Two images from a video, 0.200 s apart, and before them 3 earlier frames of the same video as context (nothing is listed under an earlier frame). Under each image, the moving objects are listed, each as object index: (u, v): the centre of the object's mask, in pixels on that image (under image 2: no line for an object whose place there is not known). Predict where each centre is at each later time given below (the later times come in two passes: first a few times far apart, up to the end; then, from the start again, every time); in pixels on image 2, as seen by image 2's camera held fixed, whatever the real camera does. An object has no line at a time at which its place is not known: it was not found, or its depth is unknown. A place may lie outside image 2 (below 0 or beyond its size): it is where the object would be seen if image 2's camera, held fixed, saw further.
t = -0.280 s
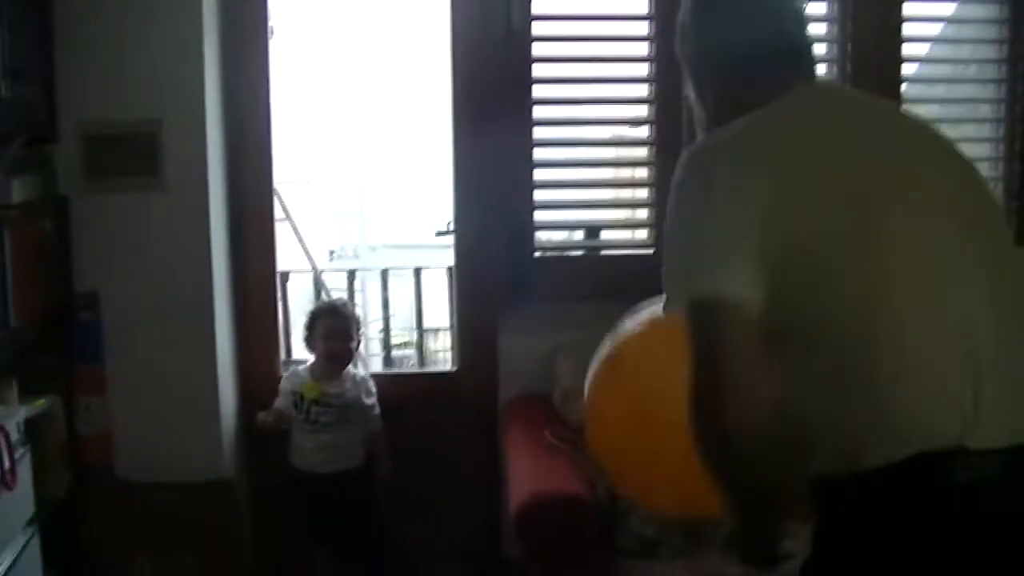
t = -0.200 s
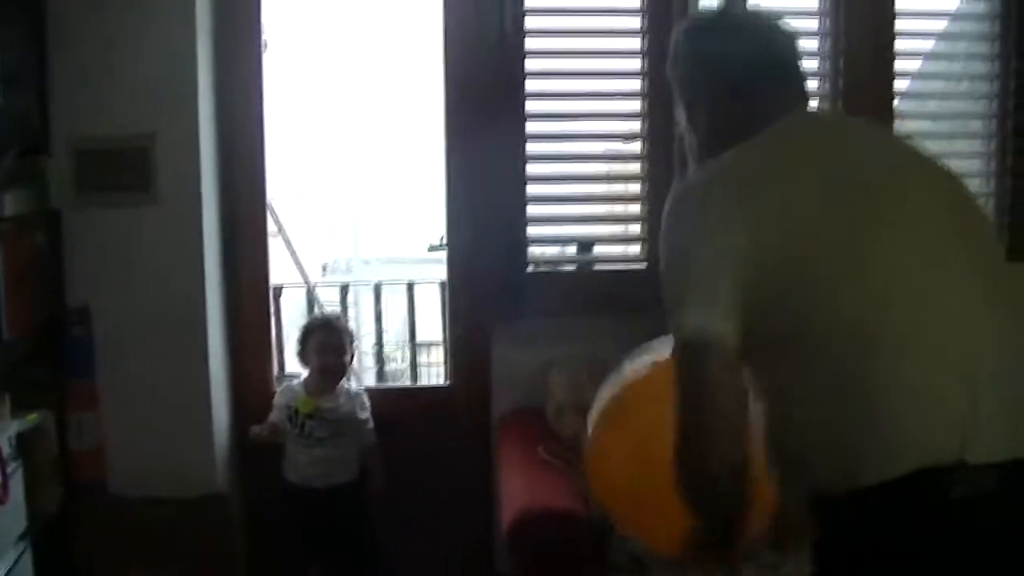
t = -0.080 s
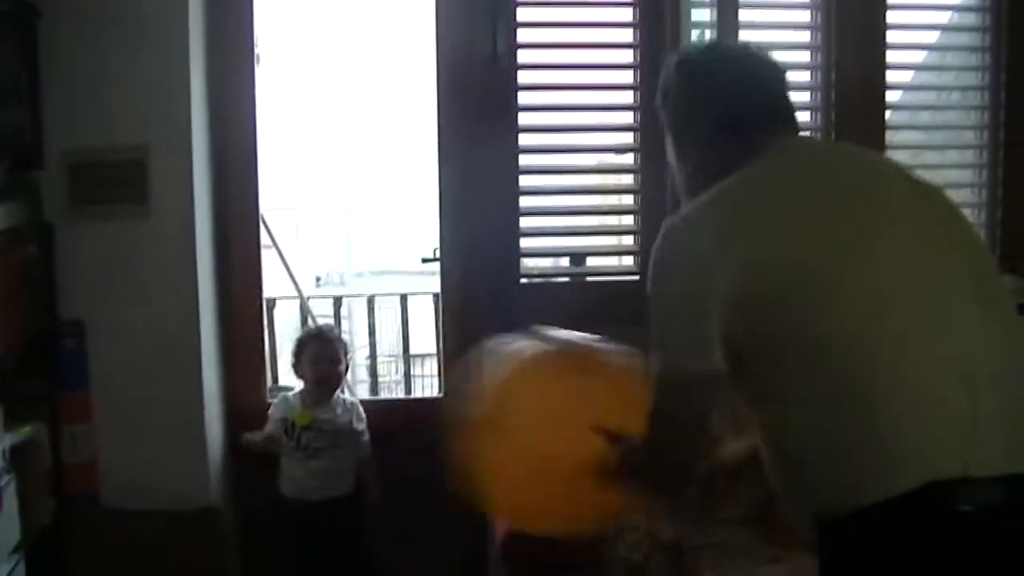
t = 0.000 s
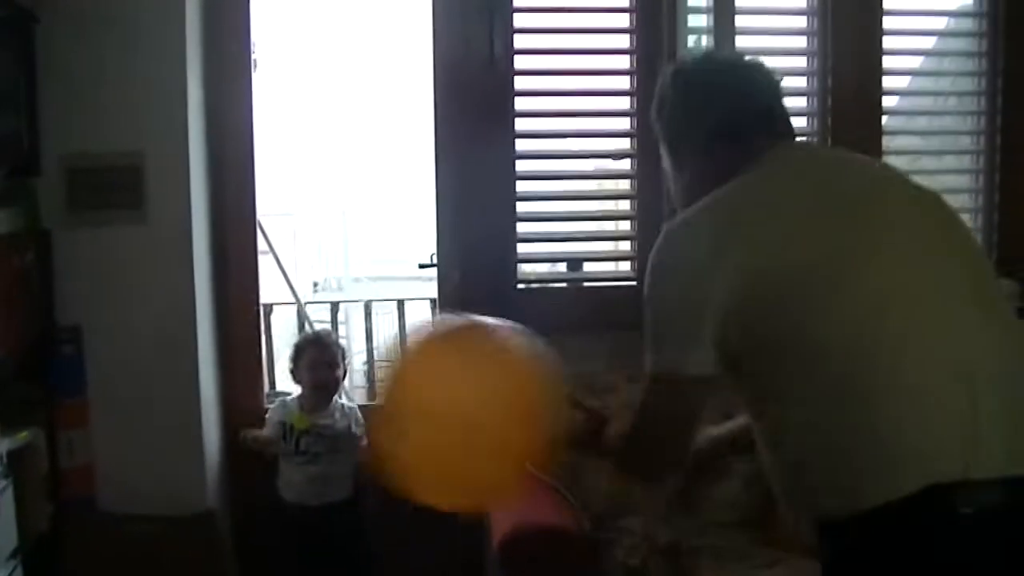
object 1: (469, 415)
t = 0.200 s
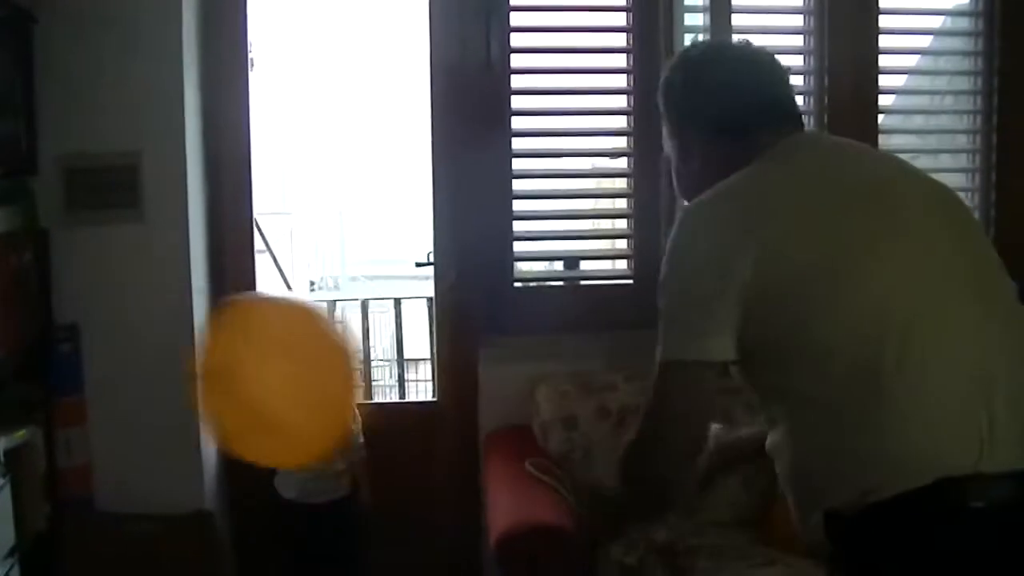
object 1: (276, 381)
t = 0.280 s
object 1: (225, 379)
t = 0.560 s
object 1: (97, 432)
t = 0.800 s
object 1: (137, 497)
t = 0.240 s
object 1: (248, 379)
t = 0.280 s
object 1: (225, 379)
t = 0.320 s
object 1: (201, 379)
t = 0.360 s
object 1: (181, 380)
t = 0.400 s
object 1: (165, 385)
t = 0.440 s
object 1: (147, 393)
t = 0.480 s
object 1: (126, 406)
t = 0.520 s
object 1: (109, 420)
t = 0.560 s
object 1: (97, 432)
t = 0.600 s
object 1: (100, 442)
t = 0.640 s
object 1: (106, 453)
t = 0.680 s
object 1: (113, 464)
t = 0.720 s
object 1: (120, 477)
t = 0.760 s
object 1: (128, 488)
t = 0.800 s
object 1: (137, 497)
